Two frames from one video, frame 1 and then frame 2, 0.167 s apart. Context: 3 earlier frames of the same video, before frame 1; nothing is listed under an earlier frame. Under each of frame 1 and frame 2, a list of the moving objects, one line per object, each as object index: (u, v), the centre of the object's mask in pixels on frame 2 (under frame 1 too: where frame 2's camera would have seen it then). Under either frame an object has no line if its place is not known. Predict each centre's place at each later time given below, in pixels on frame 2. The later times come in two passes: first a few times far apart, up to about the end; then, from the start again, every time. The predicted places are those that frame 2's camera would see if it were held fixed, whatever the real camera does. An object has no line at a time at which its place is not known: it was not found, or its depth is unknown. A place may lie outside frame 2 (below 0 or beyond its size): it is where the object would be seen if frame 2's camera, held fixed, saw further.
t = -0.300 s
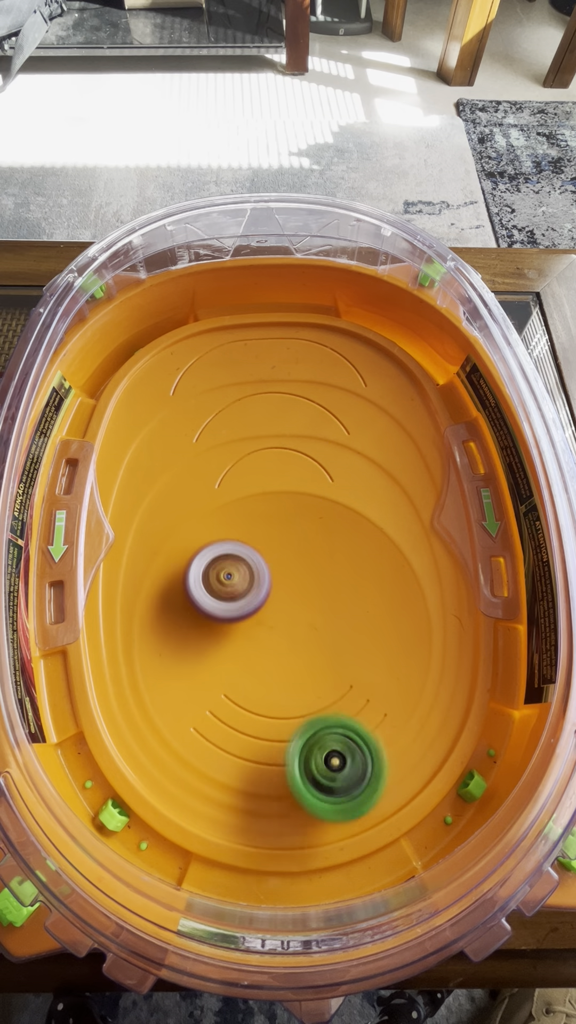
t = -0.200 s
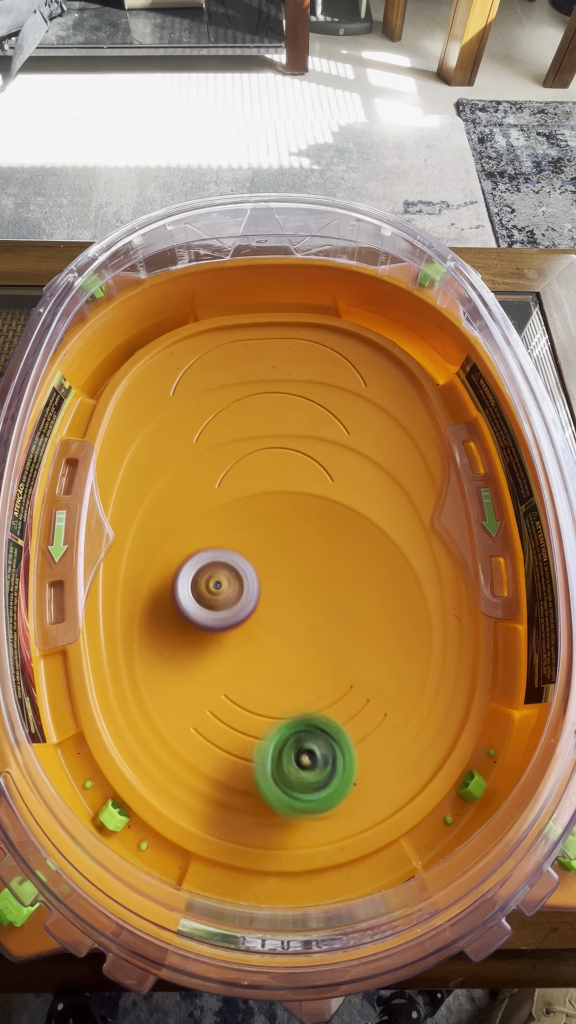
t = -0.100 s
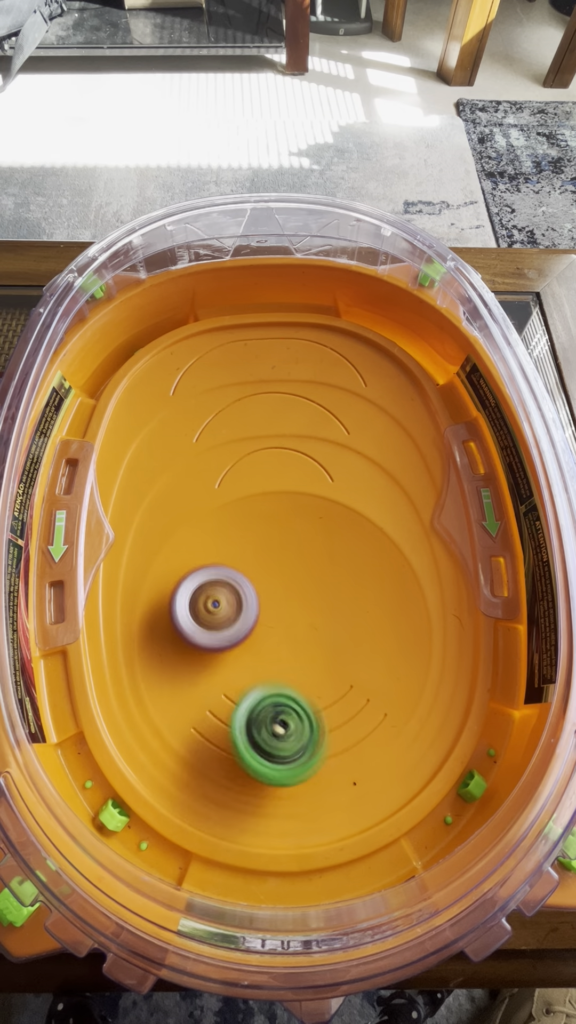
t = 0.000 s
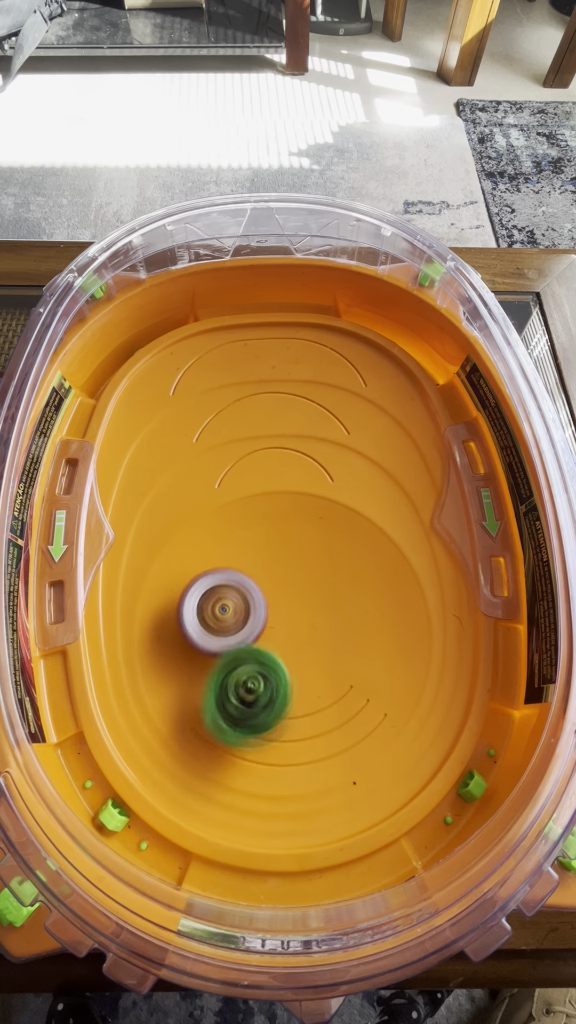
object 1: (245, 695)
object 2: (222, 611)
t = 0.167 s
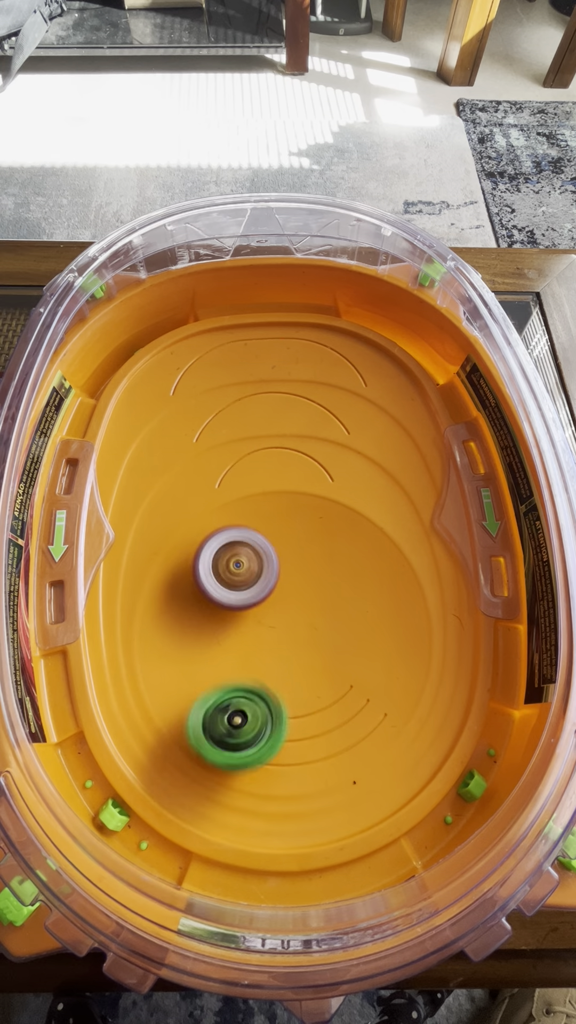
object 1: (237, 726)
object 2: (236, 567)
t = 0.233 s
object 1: (232, 729)
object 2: (239, 568)
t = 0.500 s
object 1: (247, 662)
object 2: (260, 578)
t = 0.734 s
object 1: (300, 664)
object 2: (291, 571)
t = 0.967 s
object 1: (319, 674)
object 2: (299, 584)
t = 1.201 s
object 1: (302, 703)
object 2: (318, 581)
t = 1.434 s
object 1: (273, 670)
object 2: (333, 592)
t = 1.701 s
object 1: (191, 645)
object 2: (390, 604)
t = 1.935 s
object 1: (152, 688)
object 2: (381, 609)
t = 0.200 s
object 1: (234, 728)
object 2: (238, 567)
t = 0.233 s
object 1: (232, 729)
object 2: (239, 568)
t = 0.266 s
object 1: (226, 728)
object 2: (240, 568)
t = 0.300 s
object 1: (221, 716)
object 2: (241, 570)
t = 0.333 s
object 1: (222, 705)
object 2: (243, 571)
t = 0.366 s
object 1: (223, 694)
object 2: (245, 573)
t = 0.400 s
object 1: (226, 687)
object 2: (249, 575)
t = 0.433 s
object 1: (229, 680)
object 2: (252, 576)
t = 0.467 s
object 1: (236, 669)
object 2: (256, 578)
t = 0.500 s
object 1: (247, 662)
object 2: (260, 578)
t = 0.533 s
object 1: (251, 662)
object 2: (266, 576)
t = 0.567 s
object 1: (253, 661)
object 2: (273, 573)
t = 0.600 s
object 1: (259, 658)
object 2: (278, 571)
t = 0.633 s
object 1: (269, 655)
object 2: (283, 570)
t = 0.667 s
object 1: (281, 656)
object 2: (286, 570)
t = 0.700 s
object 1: (292, 660)
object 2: (289, 571)
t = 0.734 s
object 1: (300, 664)
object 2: (291, 571)
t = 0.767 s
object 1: (305, 668)
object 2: (293, 573)
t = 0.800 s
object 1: (307, 670)
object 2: (295, 575)
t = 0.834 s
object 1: (310, 670)
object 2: (295, 576)
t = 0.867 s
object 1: (315, 669)
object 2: (296, 578)
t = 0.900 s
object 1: (320, 670)
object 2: (297, 580)
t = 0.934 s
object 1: (322, 676)
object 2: (298, 582)
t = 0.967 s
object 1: (319, 674)
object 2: (299, 584)
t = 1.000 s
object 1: (319, 677)
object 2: (301, 583)
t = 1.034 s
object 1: (309, 695)
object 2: (304, 575)
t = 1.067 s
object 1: (313, 701)
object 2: (307, 572)
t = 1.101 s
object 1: (313, 703)
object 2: (310, 572)
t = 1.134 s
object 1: (310, 709)
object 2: (312, 574)
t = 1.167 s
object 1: (304, 707)
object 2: (315, 577)
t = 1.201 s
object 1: (302, 703)
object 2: (318, 581)
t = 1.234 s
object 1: (300, 701)
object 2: (320, 584)
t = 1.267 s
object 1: (293, 691)
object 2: (322, 588)
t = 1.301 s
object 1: (292, 682)
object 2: (323, 591)
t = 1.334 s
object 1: (286, 681)
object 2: (326, 590)
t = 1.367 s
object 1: (279, 683)
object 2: (329, 590)
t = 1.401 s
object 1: (273, 678)
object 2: (331, 590)
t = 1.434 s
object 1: (273, 670)
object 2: (333, 592)
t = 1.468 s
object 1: (275, 662)
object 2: (334, 593)
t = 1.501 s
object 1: (274, 656)
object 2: (337, 595)
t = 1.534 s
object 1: (263, 654)
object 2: (342, 597)
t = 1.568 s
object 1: (263, 645)
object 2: (345, 601)
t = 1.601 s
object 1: (260, 644)
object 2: (352, 604)
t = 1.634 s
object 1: (236, 644)
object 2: (372, 602)
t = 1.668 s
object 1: (211, 644)
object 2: (385, 603)
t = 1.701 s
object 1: (191, 645)
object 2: (390, 604)
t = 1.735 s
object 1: (175, 650)
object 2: (391, 604)
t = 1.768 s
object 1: (164, 659)
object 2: (392, 604)
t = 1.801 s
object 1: (157, 670)
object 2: (392, 605)
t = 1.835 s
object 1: (154, 677)
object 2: (390, 606)
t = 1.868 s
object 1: (152, 684)
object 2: (388, 606)
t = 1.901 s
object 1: (152, 687)
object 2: (385, 607)
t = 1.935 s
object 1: (152, 688)
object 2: (381, 609)
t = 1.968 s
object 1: (152, 686)
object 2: (378, 610)
